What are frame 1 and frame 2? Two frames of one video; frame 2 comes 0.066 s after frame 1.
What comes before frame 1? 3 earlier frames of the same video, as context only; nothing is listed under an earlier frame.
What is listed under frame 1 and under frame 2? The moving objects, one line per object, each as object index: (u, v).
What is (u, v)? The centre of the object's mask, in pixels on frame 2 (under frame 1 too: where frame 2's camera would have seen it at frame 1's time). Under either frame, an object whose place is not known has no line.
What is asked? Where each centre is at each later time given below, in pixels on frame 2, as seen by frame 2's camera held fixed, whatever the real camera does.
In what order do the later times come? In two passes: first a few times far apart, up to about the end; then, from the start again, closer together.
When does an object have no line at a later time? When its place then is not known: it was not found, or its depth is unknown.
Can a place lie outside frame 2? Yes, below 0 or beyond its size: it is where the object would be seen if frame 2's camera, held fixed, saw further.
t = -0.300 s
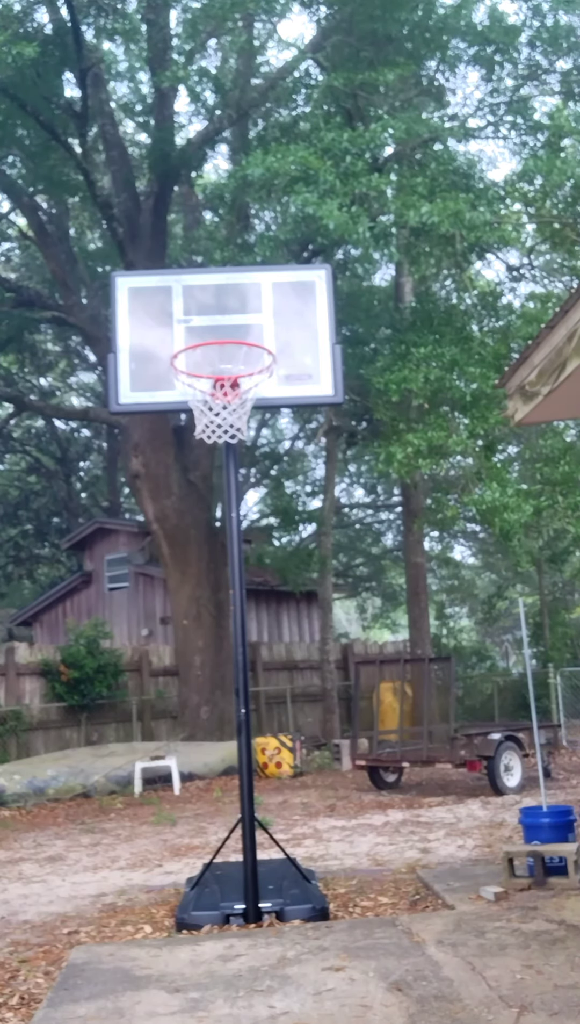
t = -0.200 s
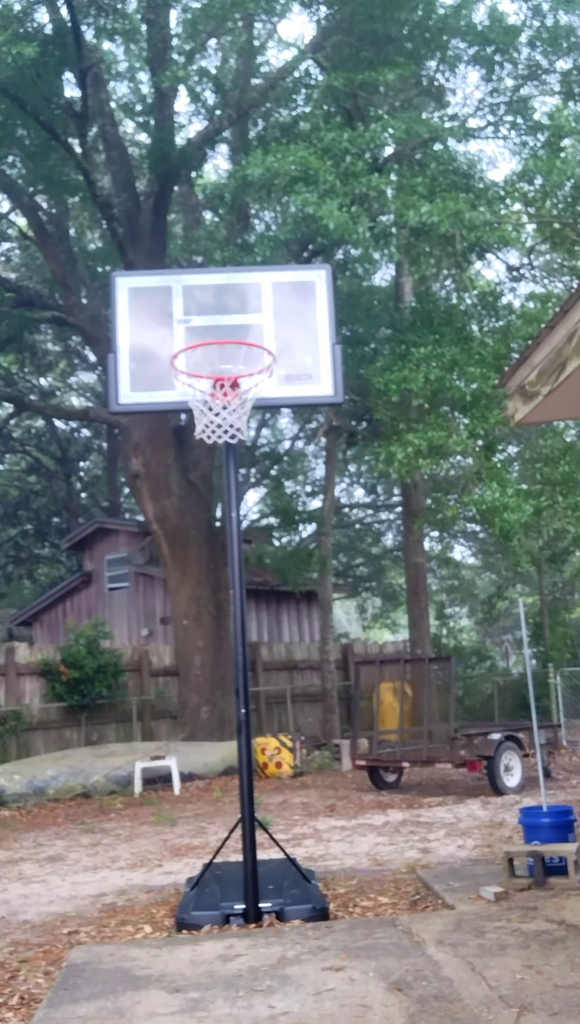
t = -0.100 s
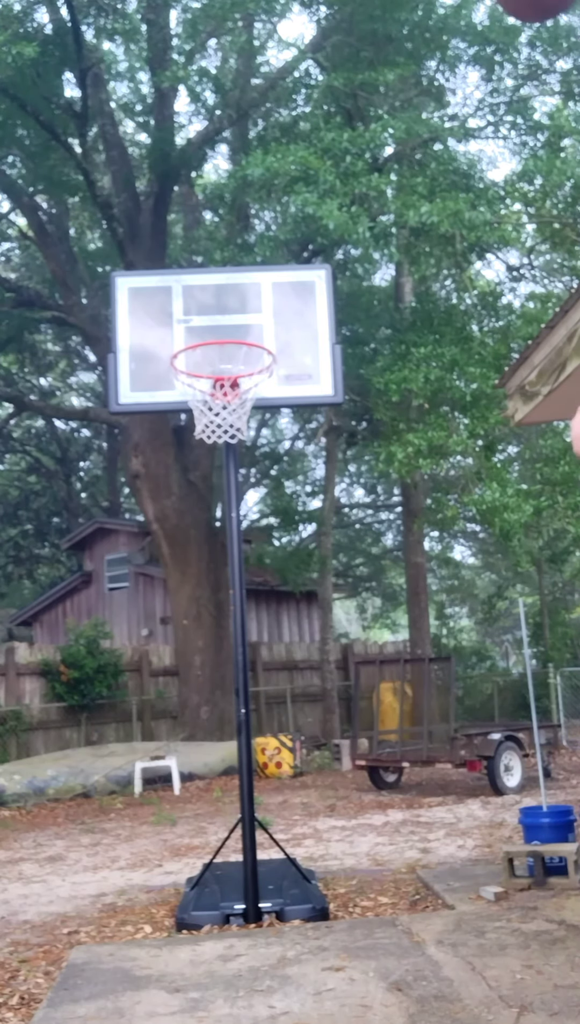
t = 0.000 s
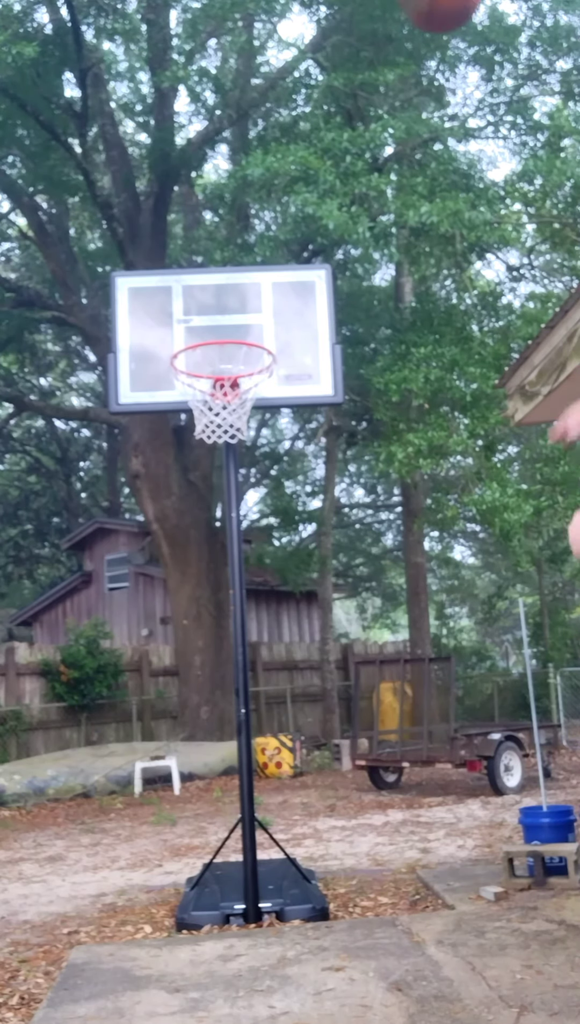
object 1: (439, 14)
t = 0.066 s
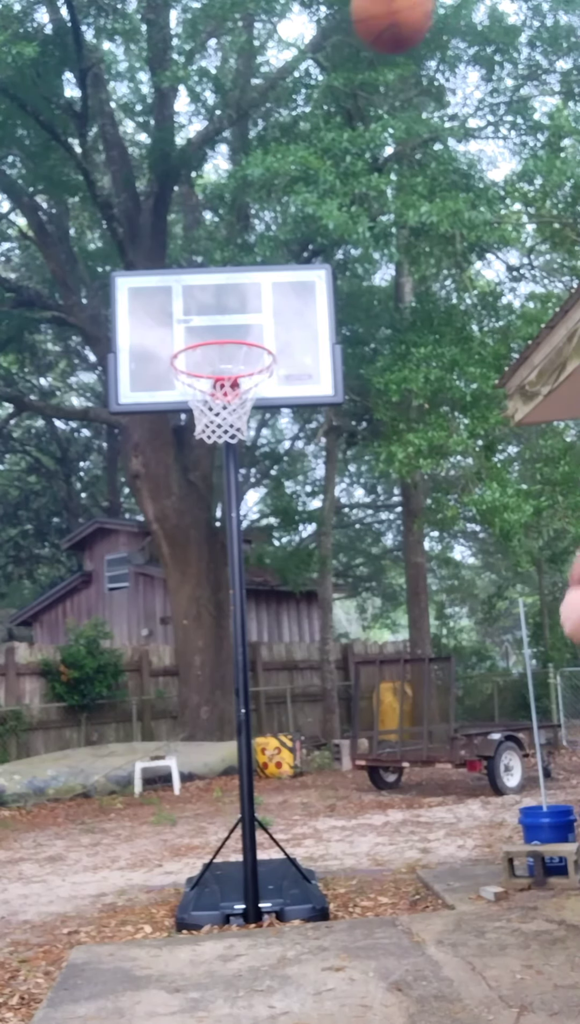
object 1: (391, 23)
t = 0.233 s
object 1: (308, 104)
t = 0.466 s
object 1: (238, 285)
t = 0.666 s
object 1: (221, 451)
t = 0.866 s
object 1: (235, 673)
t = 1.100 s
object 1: (250, 849)
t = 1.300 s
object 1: (247, 600)
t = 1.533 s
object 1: (252, 412)
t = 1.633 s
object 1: (258, 367)
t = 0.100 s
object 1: (372, 30)
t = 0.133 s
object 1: (354, 42)
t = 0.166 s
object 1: (337, 61)
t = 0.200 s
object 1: (322, 82)
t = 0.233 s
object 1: (308, 104)
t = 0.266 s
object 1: (295, 127)
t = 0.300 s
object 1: (284, 151)
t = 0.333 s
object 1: (273, 175)
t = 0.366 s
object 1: (263, 202)
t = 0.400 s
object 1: (254, 229)
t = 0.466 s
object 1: (238, 285)
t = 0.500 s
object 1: (231, 315)
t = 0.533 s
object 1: (223, 345)
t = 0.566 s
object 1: (217, 373)
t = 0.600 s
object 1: (218, 393)
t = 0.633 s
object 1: (220, 429)
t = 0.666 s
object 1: (221, 451)
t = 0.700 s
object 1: (223, 479)
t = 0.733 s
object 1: (224, 511)
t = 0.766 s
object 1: (227, 547)
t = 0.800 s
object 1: (230, 585)
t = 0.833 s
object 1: (232, 626)
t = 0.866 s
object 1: (235, 673)
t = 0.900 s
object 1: (238, 722)
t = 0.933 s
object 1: (241, 779)
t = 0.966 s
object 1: (245, 838)
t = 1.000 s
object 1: (248, 901)
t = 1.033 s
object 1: (252, 949)
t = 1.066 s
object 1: (250, 896)
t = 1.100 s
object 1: (250, 849)
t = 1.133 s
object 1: (248, 801)
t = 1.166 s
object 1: (248, 756)
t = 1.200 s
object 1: (248, 714)
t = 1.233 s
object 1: (247, 674)
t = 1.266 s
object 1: (247, 636)
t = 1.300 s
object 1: (247, 600)
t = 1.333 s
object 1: (247, 567)
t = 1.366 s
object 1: (248, 537)
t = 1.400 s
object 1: (248, 507)
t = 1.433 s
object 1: (249, 479)
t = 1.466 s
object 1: (250, 454)
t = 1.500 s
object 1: (252, 432)
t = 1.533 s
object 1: (252, 412)
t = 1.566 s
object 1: (254, 394)
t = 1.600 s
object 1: (256, 380)
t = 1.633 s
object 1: (258, 367)
